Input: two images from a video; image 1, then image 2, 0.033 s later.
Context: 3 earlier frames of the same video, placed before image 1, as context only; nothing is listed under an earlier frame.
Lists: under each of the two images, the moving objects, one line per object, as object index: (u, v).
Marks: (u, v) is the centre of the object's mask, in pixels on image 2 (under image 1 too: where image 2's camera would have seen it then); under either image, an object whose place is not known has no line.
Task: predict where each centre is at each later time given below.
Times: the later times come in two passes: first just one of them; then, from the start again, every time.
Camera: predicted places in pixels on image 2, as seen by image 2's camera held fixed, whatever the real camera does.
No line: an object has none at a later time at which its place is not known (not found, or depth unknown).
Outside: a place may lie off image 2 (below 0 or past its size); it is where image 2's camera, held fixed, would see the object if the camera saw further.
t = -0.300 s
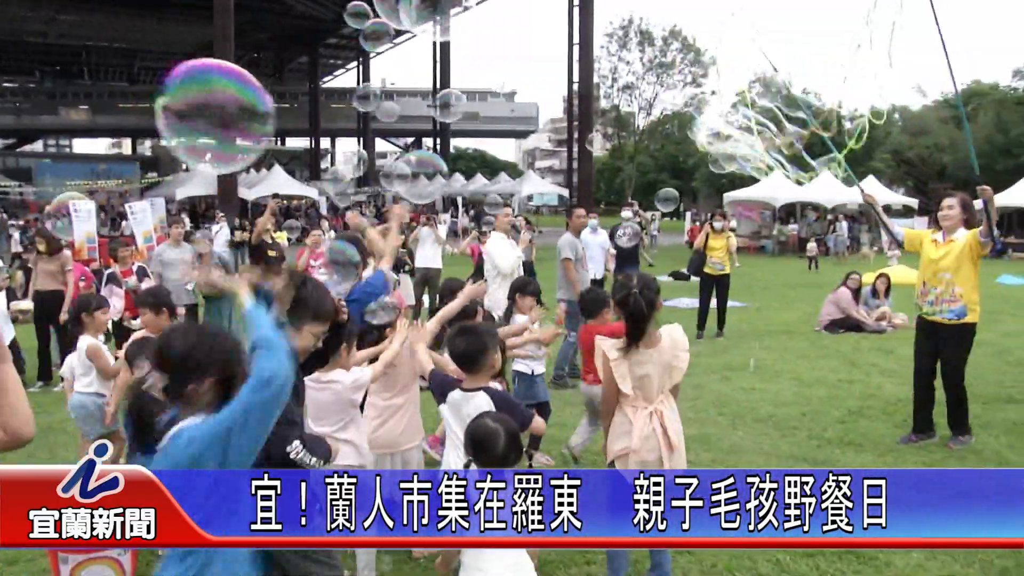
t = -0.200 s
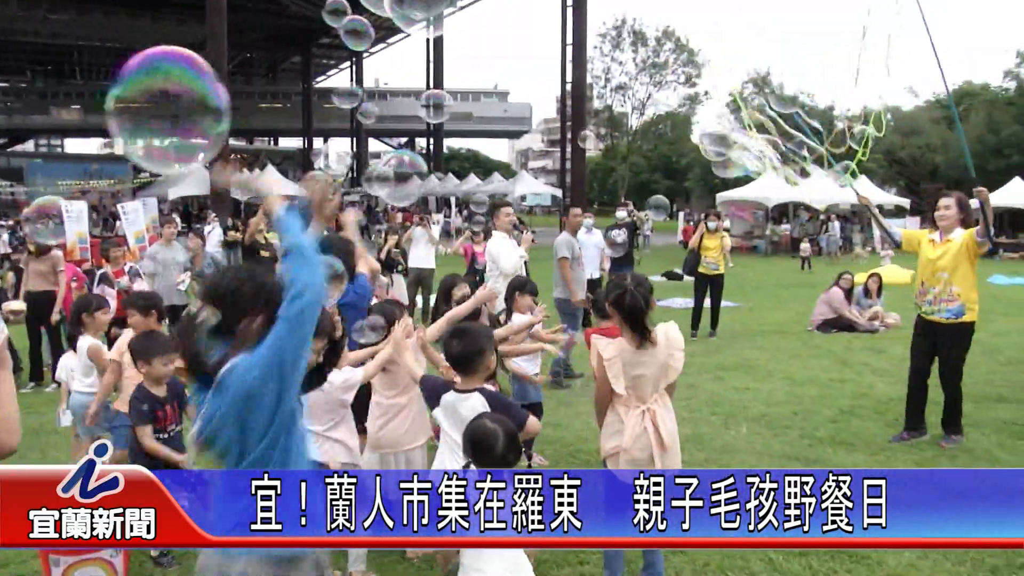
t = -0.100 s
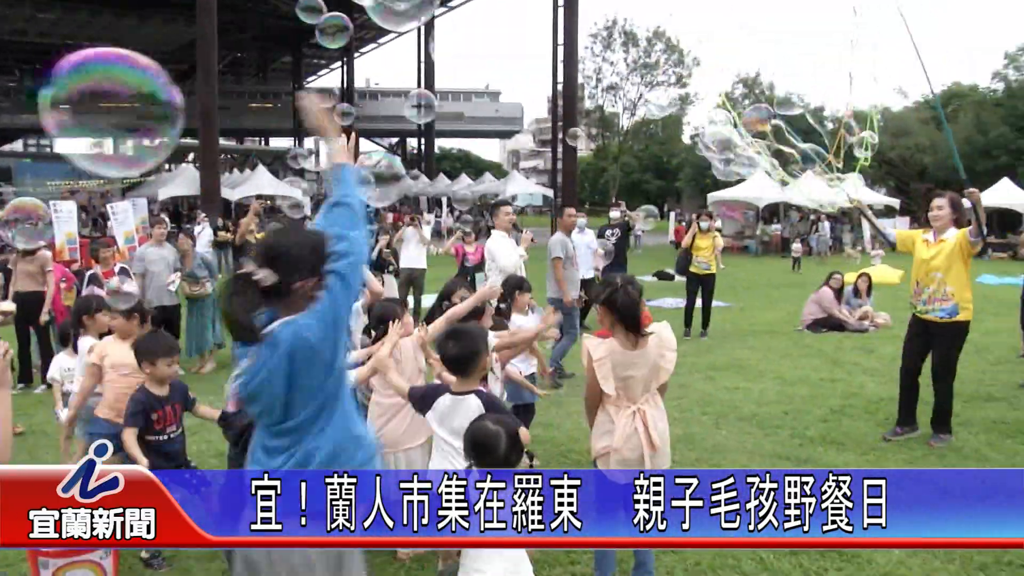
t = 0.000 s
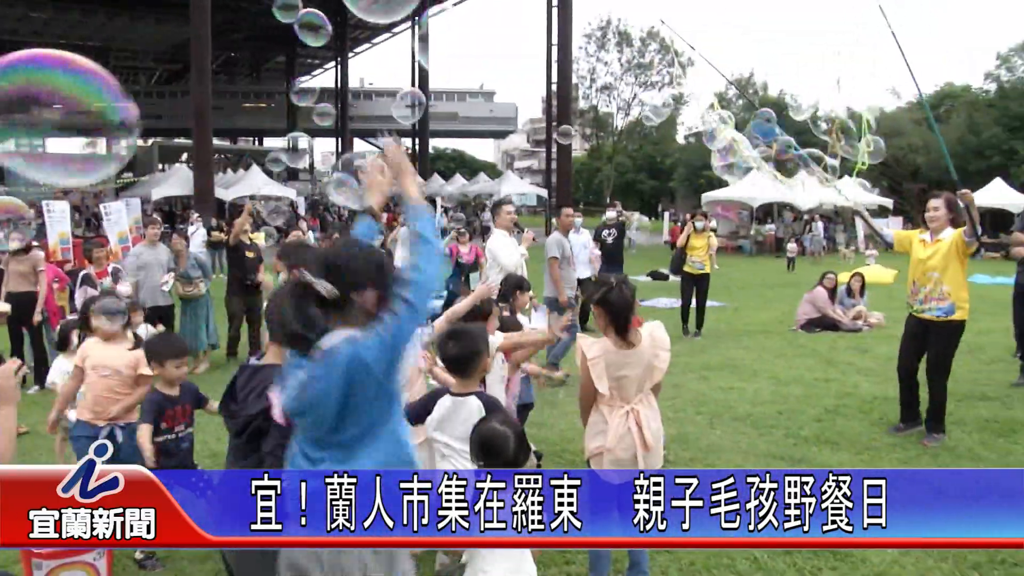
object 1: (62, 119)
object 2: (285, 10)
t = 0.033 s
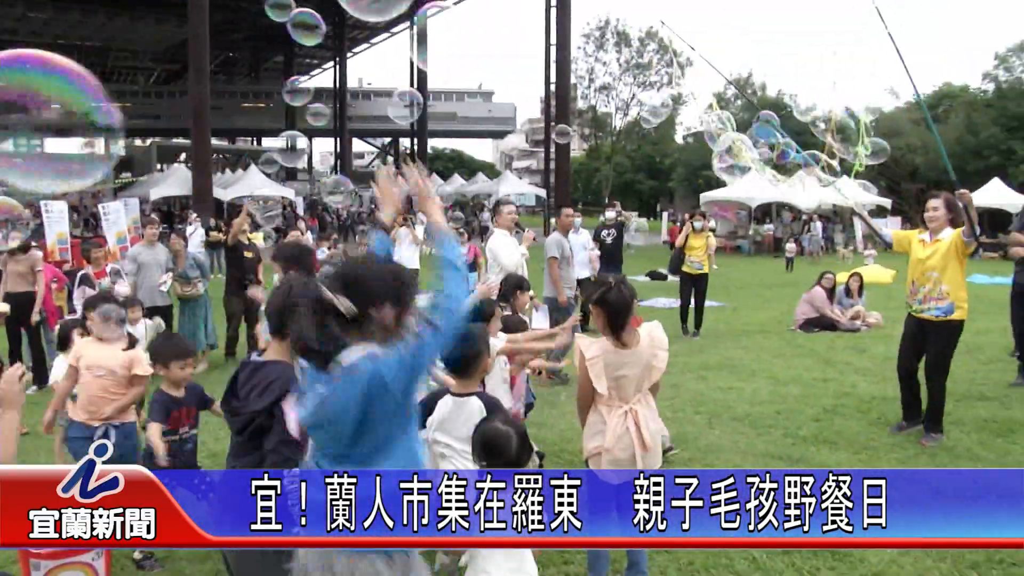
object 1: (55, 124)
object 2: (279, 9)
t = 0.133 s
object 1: (29, 135)
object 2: (261, 9)
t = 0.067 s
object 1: (47, 129)
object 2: (273, 9)
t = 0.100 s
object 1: (40, 132)
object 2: (268, 9)
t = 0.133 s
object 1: (29, 135)
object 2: (261, 9)
